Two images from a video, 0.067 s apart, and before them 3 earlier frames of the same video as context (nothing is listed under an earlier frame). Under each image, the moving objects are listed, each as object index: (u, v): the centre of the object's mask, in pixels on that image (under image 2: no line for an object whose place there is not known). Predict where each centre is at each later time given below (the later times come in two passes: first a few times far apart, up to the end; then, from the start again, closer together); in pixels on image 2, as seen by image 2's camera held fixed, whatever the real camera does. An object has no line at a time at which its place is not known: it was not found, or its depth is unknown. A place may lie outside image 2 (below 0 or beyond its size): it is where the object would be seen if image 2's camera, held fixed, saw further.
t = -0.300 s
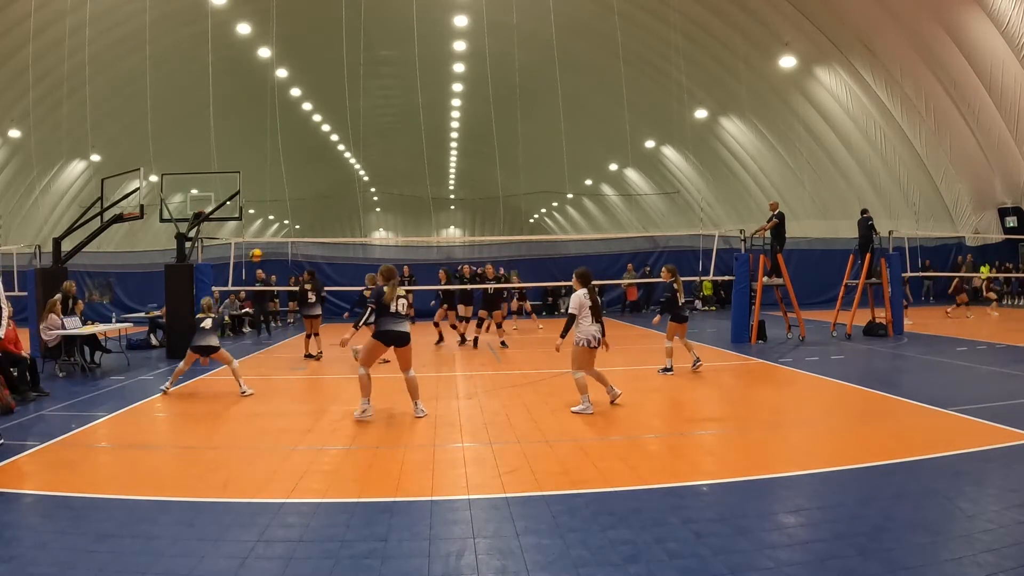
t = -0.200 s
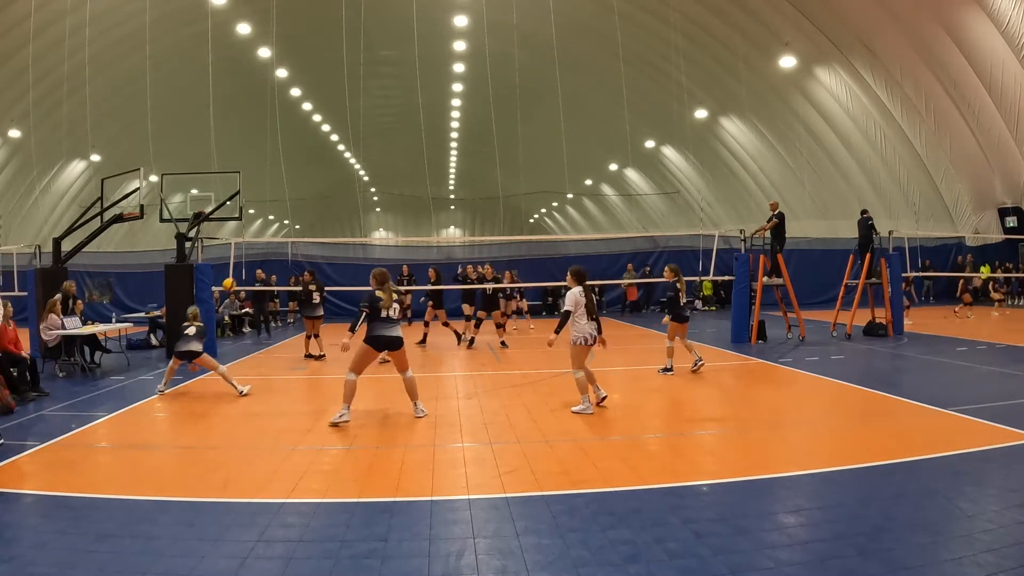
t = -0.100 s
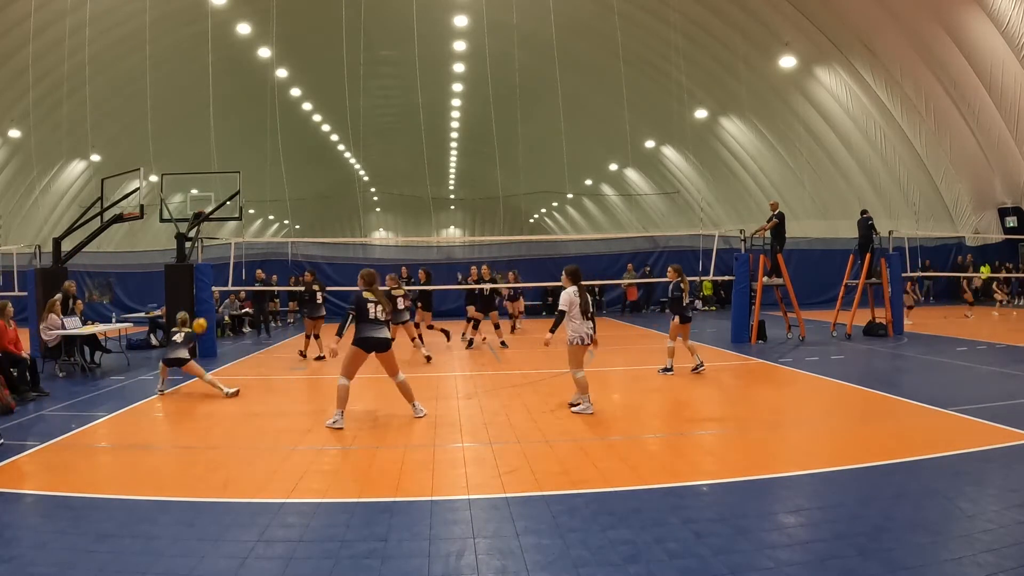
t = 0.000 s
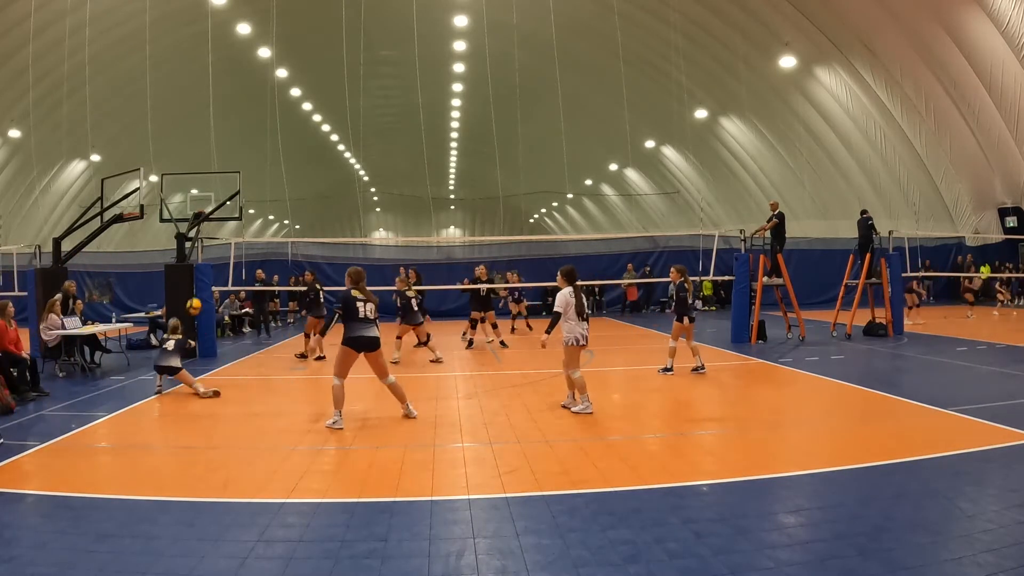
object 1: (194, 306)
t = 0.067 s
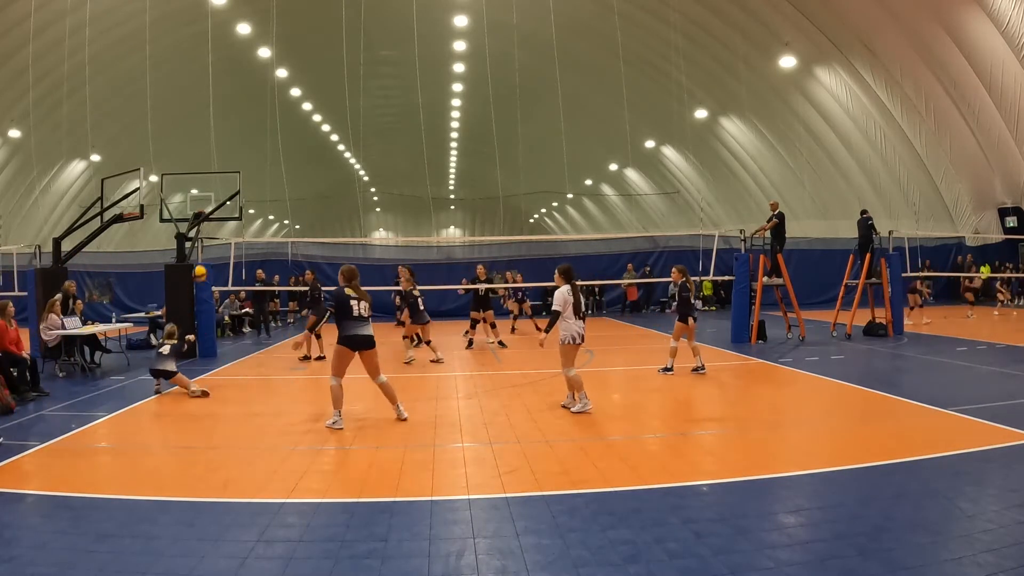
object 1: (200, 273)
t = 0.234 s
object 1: (216, 208)
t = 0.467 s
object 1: (236, 151)
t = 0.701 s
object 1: (256, 133)
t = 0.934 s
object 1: (275, 147)
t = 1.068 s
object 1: (284, 169)
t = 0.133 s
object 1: (206, 244)
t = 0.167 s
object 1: (209, 231)
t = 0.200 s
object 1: (212, 219)
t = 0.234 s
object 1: (216, 208)
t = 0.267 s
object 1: (218, 197)
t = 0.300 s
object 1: (221, 187)
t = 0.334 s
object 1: (225, 179)
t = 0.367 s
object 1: (228, 171)
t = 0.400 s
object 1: (231, 163)
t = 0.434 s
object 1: (233, 157)
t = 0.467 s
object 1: (236, 151)
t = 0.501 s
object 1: (240, 147)
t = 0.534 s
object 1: (242, 143)
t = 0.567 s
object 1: (245, 140)
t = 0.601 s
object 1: (248, 137)
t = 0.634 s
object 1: (251, 135)
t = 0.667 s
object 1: (254, 134)
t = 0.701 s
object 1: (256, 133)
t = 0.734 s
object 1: (259, 134)
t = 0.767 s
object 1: (261, 134)
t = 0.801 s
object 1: (264, 135)
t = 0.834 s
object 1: (267, 138)
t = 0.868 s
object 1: (269, 140)
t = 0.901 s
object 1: (272, 143)
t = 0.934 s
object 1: (275, 147)
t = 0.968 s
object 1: (277, 151)
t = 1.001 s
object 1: (279, 157)
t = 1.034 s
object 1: (282, 163)
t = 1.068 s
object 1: (284, 169)
